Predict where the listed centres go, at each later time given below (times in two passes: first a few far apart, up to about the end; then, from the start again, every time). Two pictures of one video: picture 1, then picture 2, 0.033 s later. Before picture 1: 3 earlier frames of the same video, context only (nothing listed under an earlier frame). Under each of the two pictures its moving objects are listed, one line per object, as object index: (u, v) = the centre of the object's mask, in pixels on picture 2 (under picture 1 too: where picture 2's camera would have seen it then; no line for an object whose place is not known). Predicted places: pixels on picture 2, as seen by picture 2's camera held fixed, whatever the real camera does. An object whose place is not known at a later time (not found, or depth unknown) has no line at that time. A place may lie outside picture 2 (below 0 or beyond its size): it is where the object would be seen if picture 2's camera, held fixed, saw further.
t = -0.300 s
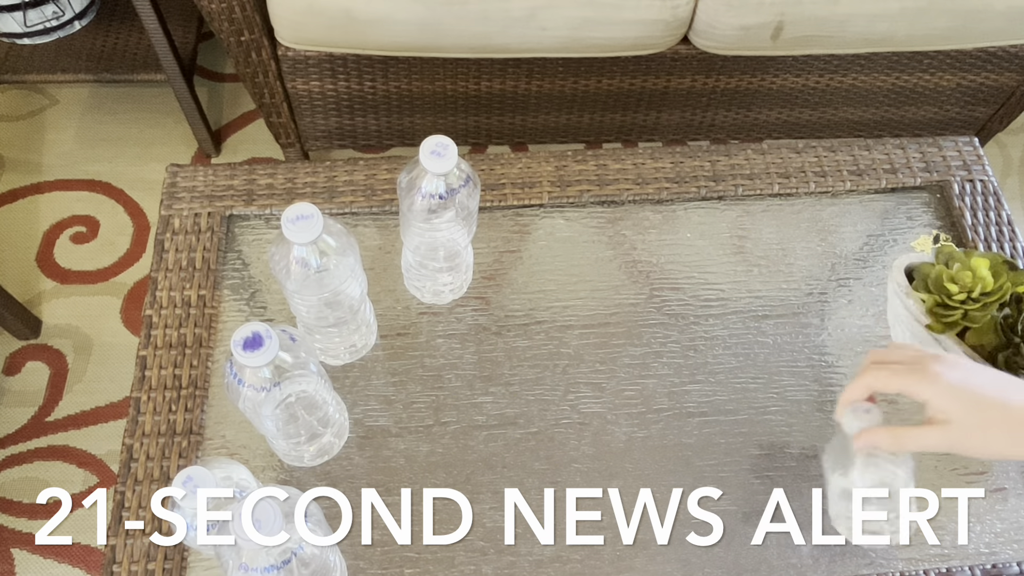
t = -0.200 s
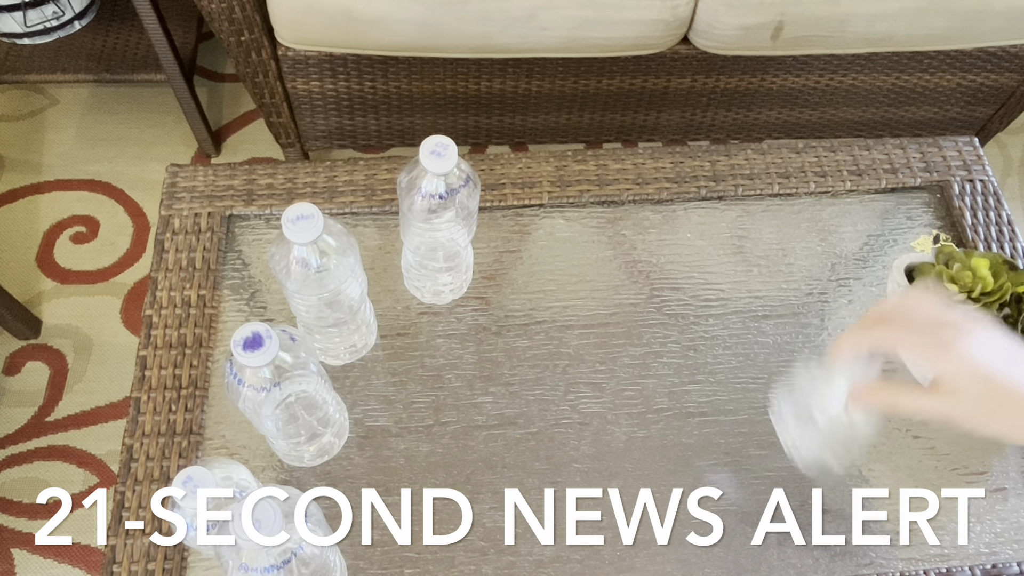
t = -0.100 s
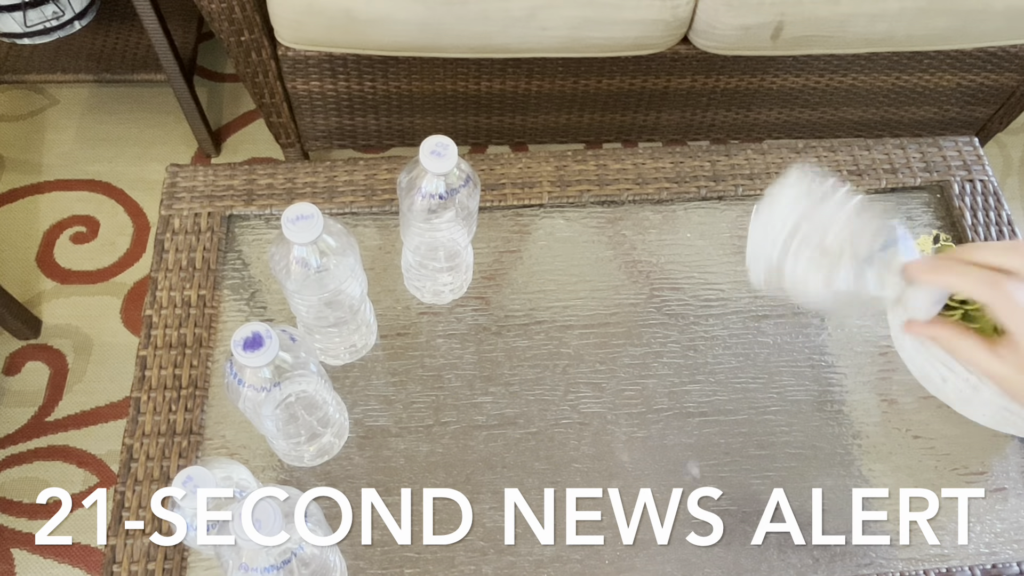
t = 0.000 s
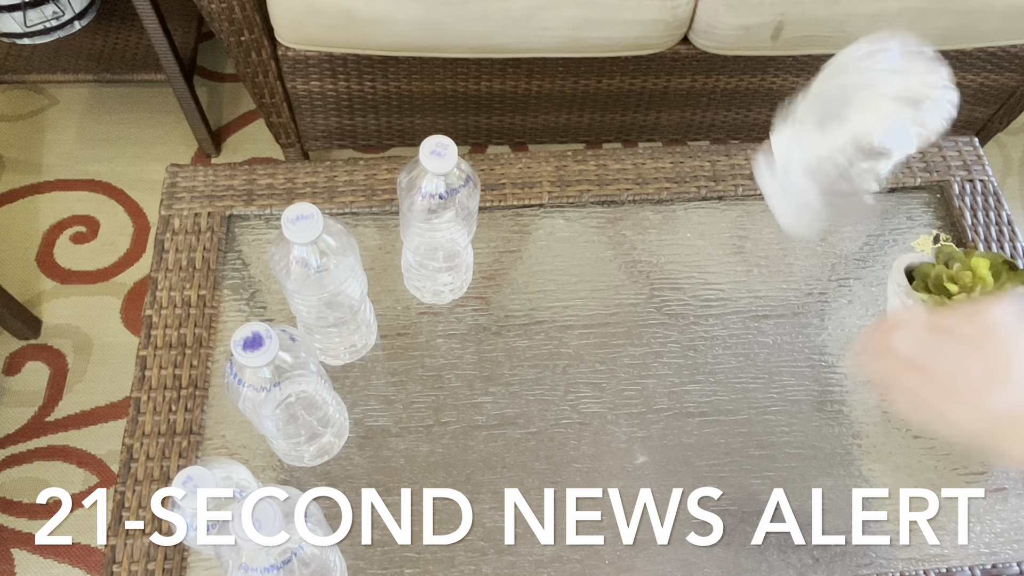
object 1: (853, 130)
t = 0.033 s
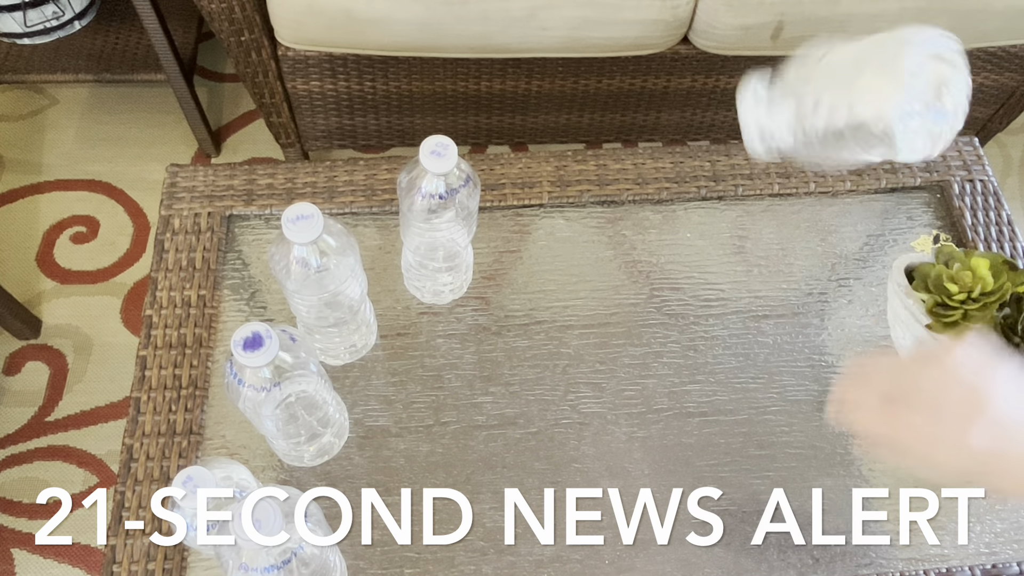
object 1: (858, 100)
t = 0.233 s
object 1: (737, 215)
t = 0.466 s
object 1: (652, 317)
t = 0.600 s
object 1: (656, 324)
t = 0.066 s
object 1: (858, 88)
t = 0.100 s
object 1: (844, 92)
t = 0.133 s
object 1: (821, 107)
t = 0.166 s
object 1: (796, 135)
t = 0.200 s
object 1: (767, 172)
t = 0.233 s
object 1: (737, 215)
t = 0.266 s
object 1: (708, 262)
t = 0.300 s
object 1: (680, 306)
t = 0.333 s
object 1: (667, 329)
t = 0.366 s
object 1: (660, 321)
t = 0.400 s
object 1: (656, 318)
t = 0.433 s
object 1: (653, 317)
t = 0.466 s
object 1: (652, 317)
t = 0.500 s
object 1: (654, 320)
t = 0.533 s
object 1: (655, 324)
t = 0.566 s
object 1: (656, 324)
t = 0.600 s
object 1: (656, 324)
